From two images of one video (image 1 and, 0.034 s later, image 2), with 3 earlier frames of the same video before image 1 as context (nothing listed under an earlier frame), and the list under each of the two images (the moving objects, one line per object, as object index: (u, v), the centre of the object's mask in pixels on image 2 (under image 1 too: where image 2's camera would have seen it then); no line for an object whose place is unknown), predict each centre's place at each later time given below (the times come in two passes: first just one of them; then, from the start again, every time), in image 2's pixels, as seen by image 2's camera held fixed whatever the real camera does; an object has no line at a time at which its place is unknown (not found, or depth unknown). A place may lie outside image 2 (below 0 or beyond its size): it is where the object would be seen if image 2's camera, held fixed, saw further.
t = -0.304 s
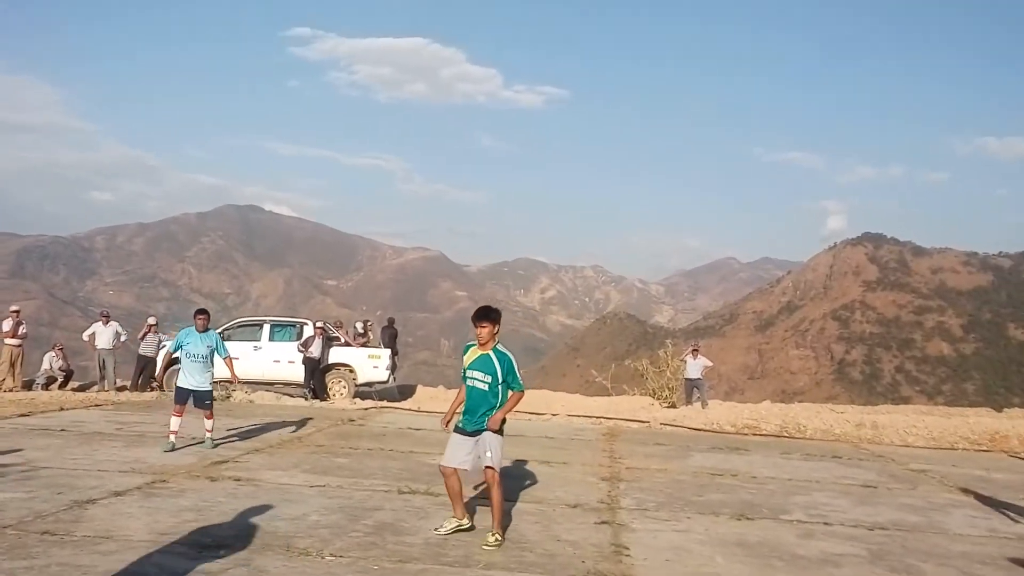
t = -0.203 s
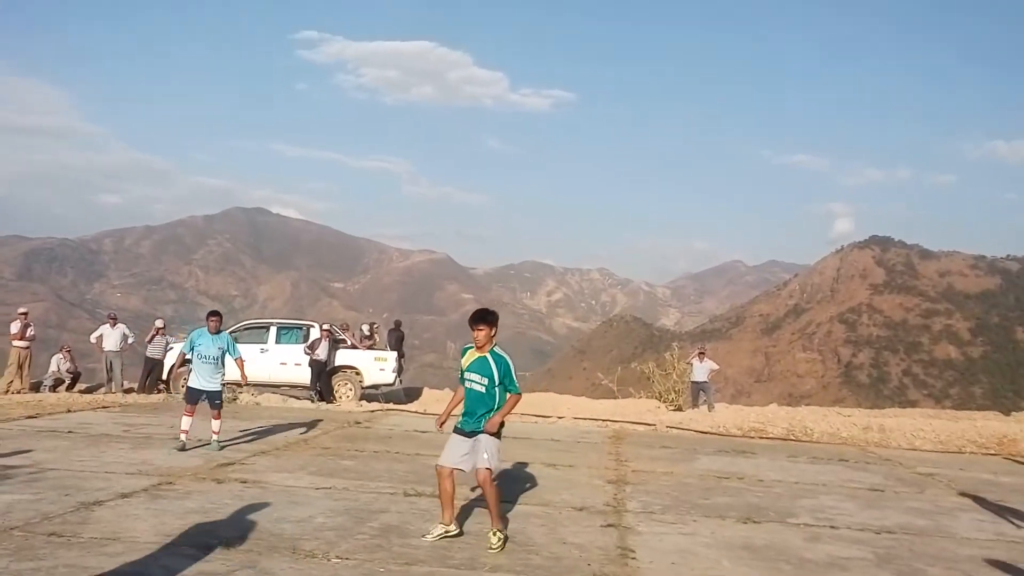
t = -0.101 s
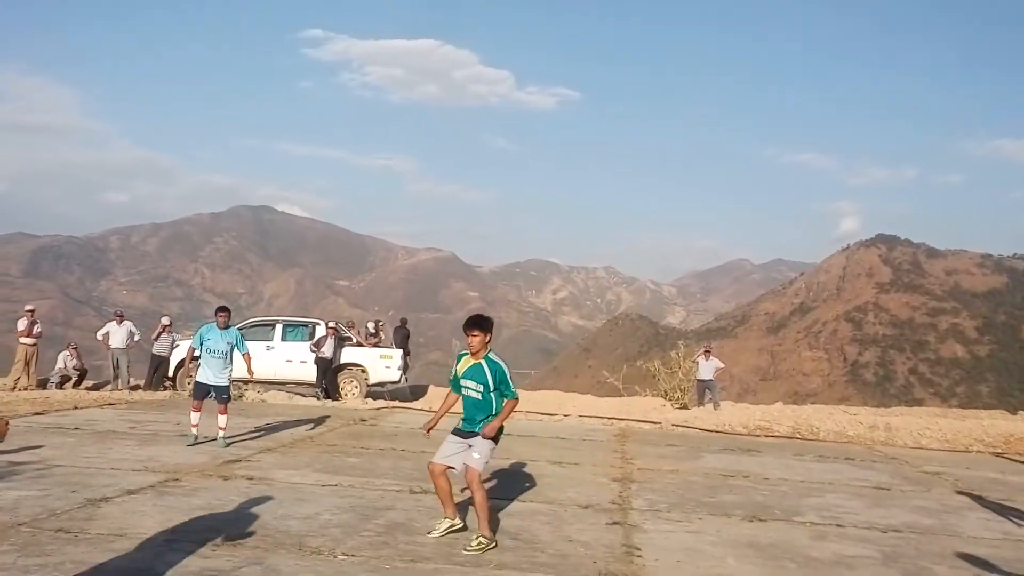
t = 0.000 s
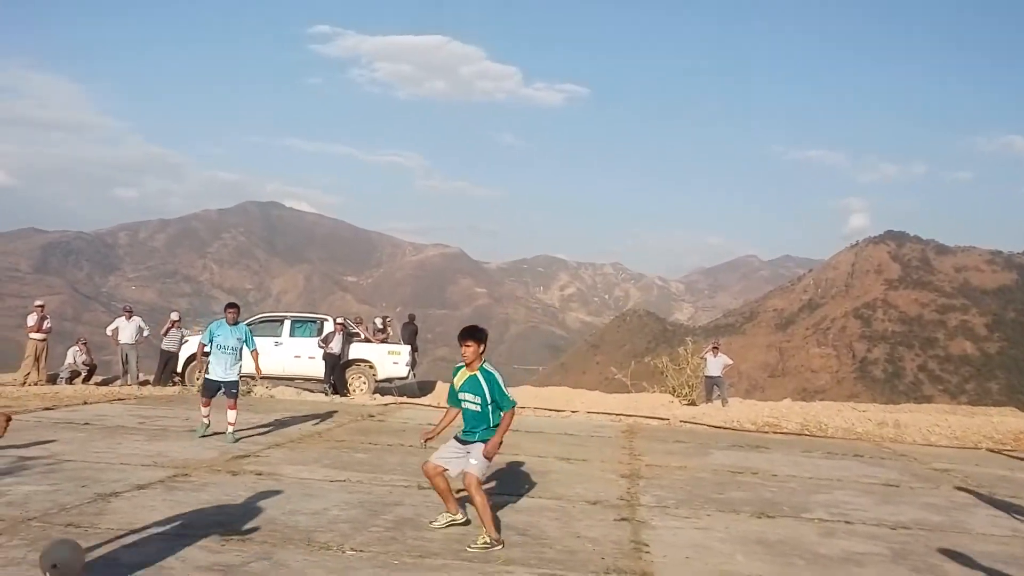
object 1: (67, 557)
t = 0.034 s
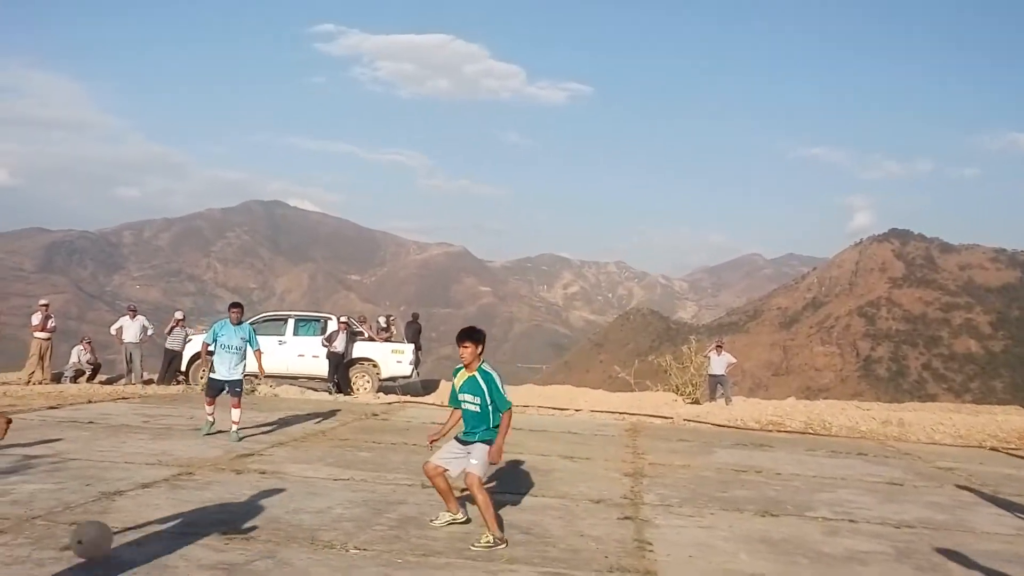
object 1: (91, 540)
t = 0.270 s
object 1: (202, 481)
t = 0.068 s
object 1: (114, 525)
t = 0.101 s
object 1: (133, 514)
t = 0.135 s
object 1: (150, 507)
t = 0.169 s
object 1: (166, 502)
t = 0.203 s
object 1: (180, 498)
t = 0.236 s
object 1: (191, 491)
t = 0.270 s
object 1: (202, 481)
